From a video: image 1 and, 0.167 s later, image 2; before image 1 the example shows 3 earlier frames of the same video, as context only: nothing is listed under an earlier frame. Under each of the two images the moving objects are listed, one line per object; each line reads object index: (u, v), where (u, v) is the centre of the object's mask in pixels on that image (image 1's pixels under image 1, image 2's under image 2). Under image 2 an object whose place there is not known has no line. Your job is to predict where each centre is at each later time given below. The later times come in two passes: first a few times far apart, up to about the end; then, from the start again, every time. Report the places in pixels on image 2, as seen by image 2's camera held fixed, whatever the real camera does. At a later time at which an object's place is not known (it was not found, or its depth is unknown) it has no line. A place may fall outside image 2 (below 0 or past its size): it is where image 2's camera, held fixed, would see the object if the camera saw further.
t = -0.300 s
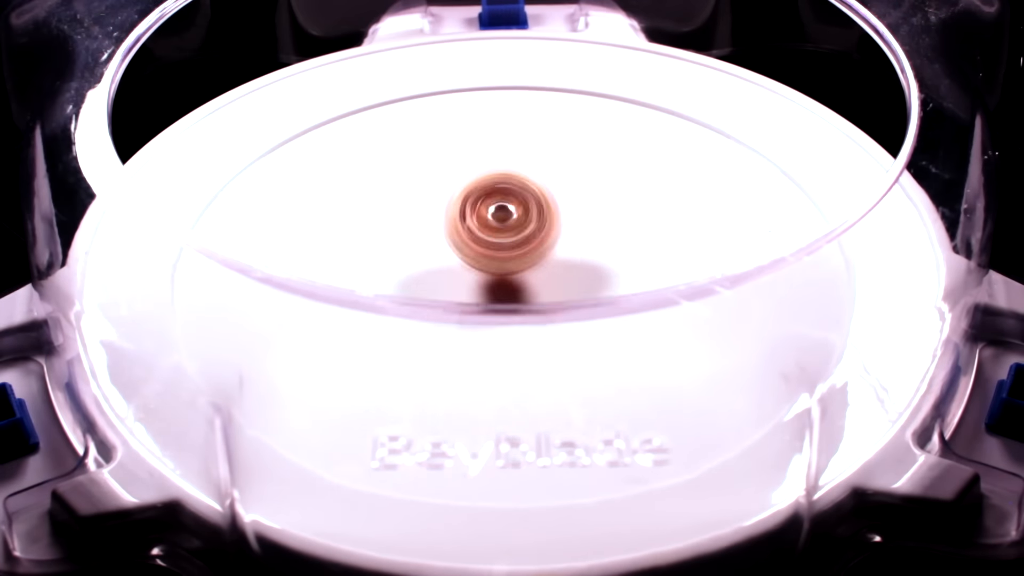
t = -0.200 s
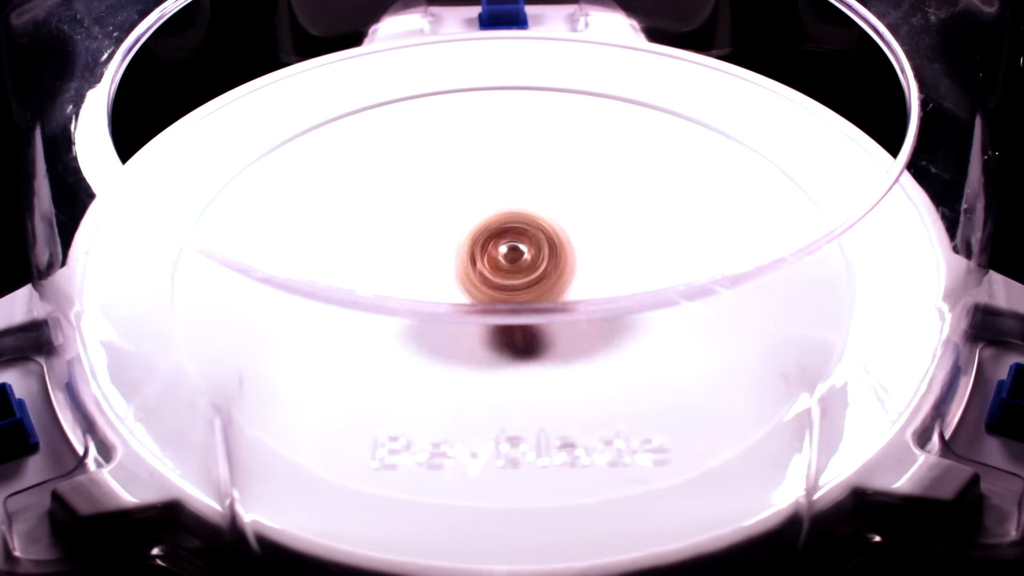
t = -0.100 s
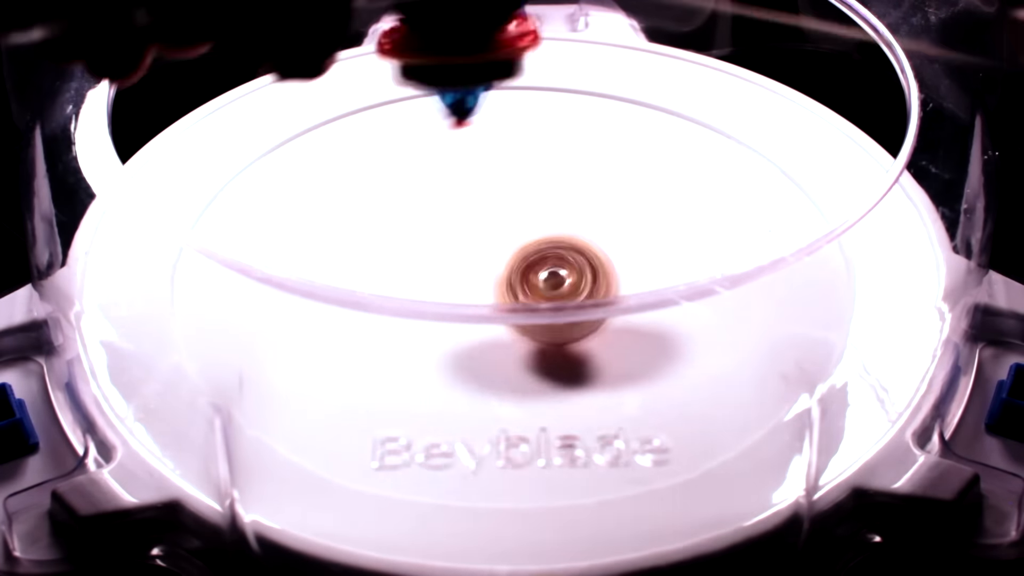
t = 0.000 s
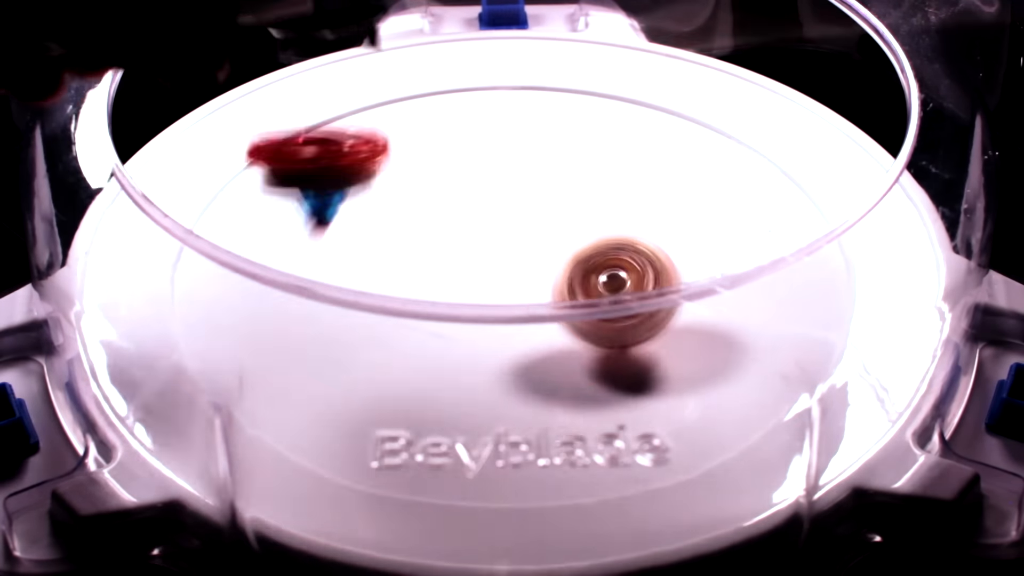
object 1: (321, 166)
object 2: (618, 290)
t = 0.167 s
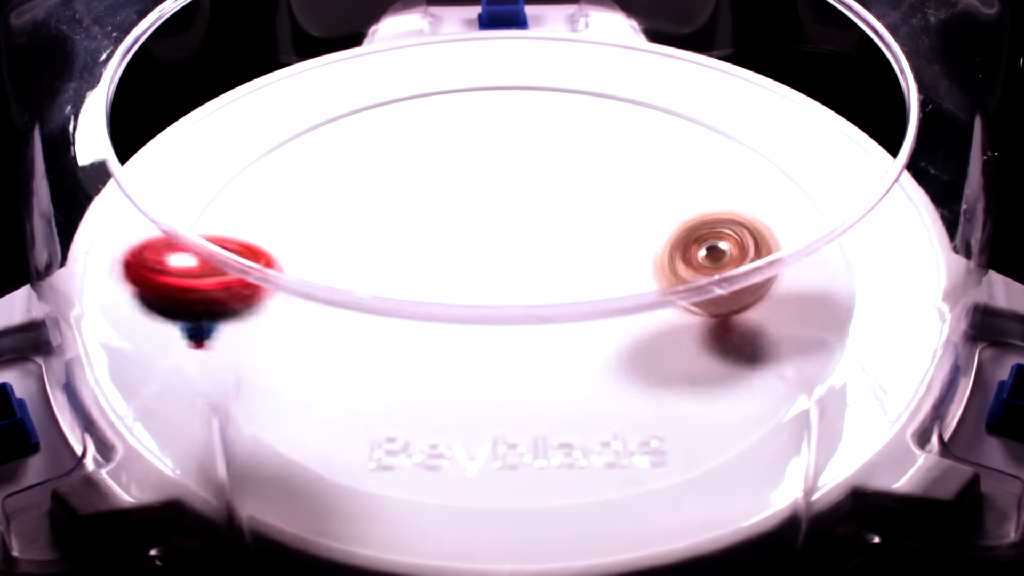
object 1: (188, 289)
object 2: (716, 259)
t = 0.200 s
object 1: (240, 321)
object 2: (729, 241)
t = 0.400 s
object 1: (363, 325)
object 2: (797, 205)
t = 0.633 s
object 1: (238, 218)
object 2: (775, 208)
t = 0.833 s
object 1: (403, 256)
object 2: (671, 244)
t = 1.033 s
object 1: (307, 138)
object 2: (547, 325)
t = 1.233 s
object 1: (325, 264)
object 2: (549, 392)
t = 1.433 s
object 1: (517, 163)
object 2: (620, 360)
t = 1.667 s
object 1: (307, 131)
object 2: (442, 238)
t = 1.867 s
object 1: (241, 147)
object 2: (467, 334)
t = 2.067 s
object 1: (350, 194)
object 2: (491, 275)
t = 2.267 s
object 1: (449, 66)
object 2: (383, 230)
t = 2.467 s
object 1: (438, 122)
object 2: (340, 278)
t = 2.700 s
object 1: (559, 72)
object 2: (548, 241)
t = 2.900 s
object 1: (567, 73)
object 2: (504, 151)
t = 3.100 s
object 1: (600, 106)
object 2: (314, 243)
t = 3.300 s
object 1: (682, 169)
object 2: (404, 380)
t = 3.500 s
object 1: (736, 177)
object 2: (659, 338)
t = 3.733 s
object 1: (670, 150)
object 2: (571, 277)
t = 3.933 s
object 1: (576, 233)
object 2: (436, 300)
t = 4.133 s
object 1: (636, 342)
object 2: (396, 344)
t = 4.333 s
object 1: (676, 321)
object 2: (456, 279)
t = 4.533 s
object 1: (512, 266)
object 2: (438, 194)
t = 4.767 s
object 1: (345, 331)
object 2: (341, 176)
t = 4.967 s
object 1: (369, 364)
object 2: (453, 228)
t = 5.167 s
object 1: (489, 263)
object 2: (591, 177)
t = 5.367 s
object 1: (442, 166)
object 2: (558, 117)
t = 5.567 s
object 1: (267, 154)
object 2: (592, 166)
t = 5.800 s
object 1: (343, 271)
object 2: (688, 194)
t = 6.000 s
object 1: (545, 257)
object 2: (679, 208)
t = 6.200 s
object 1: (445, 243)
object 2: (804, 161)
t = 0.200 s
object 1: (240, 321)
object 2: (729, 241)
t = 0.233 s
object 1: (281, 363)
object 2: (744, 235)
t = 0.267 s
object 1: (309, 336)
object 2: (758, 227)
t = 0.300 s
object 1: (343, 359)
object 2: (770, 221)
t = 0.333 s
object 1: (356, 356)
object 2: (781, 215)
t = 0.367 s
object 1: (366, 354)
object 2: (790, 209)
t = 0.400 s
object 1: (363, 325)
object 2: (797, 205)
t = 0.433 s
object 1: (352, 291)
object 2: (805, 200)
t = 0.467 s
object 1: (326, 284)
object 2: (812, 196)
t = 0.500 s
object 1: (294, 266)
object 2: (818, 194)
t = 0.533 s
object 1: (256, 249)
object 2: (811, 196)
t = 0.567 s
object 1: (211, 239)
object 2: (799, 200)
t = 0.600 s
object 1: (199, 231)
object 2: (788, 204)
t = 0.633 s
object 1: (238, 218)
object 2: (775, 208)
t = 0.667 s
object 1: (285, 245)
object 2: (762, 211)
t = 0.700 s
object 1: (316, 257)
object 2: (748, 216)
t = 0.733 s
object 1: (336, 256)
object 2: (733, 221)
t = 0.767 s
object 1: (364, 294)
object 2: (715, 228)
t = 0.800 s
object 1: (384, 258)
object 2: (694, 235)
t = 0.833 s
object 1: (403, 256)
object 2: (671, 244)
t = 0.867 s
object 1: (400, 235)
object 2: (646, 254)
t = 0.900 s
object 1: (397, 227)
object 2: (622, 262)
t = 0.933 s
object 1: (388, 205)
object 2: (600, 270)
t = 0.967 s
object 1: (368, 182)
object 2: (580, 287)
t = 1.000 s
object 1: (339, 159)
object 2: (562, 303)
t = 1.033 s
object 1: (307, 138)
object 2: (547, 325)
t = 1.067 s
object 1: (266, 125)
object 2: (536, 339)
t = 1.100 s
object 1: (268, 140)
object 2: (530, 356)
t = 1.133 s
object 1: (278, 199)
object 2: (528, 363)
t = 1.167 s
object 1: (290, 214)
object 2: (531, 372)
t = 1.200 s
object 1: (299, 250)
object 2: (536, 383)
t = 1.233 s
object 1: (325, 264)
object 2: (549, 392)
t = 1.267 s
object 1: (366, 274)
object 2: (565, 395)
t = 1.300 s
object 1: (408, 257)
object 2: (585, 397)
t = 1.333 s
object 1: (458, 247)
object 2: (602, 395)
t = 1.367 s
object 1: (492, 228)
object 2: (616, 388)
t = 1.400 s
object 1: (513, 201)
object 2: (622, 374)
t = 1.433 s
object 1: (517, 163)
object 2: (620, 360)
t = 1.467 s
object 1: (513, 128)
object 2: (611, 349)
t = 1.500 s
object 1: (487, 92)
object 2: (591, 328)
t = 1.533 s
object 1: (458, 64)
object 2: (567, 301)
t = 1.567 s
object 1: (411, 71)
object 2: (539, 277)
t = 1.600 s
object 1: (369, 98)
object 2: (508, 267)
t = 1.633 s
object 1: (327, 114)
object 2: (475, 253)
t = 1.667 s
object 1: (307, 131)
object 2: (442, 238)
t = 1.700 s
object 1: (294, 157)
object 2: (410, 227)
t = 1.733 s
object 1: (292, 156)
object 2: (400, 237)
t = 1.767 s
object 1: (275, 121)
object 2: (417, 264)
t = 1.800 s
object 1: (260, 128)
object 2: (435, 280)
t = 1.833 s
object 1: (252, 118)
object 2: (452, 325)
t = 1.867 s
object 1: (241, 147)
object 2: (467, 334)
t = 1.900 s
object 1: (229, 166)
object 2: (479, 349)
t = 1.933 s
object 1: (231, 175)
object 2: (489, 349)
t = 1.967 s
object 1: (250, 187)
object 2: (496, 334)
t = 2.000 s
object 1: (278, 196)
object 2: (498, 324)
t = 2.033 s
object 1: (313, 198)
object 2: (497, 295)
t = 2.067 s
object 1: (350, 194)
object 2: (491, 275)
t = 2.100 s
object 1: (385, 185)
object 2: (479, 262)
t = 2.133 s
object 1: (416, 163)
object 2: (462, 242)
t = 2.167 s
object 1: (440, 143)
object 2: (447, 232)
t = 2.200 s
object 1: (454, 121)
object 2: (427, 230)
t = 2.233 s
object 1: (455, 94)
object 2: (405, 229)
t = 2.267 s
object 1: (449, 66)
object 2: (383, 230)
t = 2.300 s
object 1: (436, 75)
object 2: (361, 232)
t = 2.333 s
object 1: (424, 99)
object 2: (342, 238)
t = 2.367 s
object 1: (418, 113)
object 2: (329, 245)
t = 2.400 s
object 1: (417, 120)
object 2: (325, 252)
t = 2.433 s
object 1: (424, 122)
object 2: (330, 259)
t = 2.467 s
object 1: (438, 122)
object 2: (340, 278)
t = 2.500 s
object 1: (457, 123)
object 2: (362, 289)
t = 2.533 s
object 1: (480, 118)
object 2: (391, 294)
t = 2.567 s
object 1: (502, 110)
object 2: (428, 292)
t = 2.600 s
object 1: (524, 102)
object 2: (465, 279)
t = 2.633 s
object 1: (541, 91)
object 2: (498, 272)
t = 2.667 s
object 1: (552, 81)
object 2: (528, 261)
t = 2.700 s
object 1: (559, 72)
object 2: (548, 241)
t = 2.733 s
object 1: (562, 66)
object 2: (560, 219)
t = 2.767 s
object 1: (562, 66)
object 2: (563, 194)
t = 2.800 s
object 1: (558, 72)
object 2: (559, 170)
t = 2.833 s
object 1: (562, 73)
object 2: (545, 155)
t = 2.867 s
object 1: (572, 67)
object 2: (527, 154)
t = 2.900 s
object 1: (567, 73)
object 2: (504, 151)
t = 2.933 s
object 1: (557, 87)
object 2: (467, 155)
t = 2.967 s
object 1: (570, 86)
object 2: (416, 169)
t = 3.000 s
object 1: (591, 82)
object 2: (375, 186)
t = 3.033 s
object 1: (610, 76)
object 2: (344, 205)
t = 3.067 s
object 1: (616, 76)
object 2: (323, 227)
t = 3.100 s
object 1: (600, 106)
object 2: (314, 243)
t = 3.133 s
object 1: (596, 121)
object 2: (310, 267)
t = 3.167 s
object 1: (594, 134)
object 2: (306, 300)
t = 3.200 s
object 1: (603, 149)
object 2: (312, 332)
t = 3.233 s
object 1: (628, 158)
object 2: (336, 348)
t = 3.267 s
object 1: (653, 163)
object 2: (366, 364)
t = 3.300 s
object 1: (682, 169)
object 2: (404, 380)
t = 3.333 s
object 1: (716, 167)
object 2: (450, 388)
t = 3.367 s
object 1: (739, 165)
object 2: (498, 388)
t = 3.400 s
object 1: (771, 164)
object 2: (546, 382)
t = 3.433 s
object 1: (798, 160)
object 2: (590, 369)
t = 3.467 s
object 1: (768, 166)
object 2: (627, 354)
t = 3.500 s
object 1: (736, 177)
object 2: (659, 338)
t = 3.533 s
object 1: (705, 185)
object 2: (676, 306)
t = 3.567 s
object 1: (690, 181)
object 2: (680, 269)
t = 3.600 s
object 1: (685, 170)
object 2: (667, 256)
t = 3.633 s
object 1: (696, 158)
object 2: (646, 266)
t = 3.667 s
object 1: (691, 151)
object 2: (622, 281)
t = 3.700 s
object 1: (687, 149)
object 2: (596, 275)
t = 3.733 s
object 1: (670, 150)
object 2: (571, 277)
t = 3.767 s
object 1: (655, 153)
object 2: (548, 277)
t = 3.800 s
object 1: (635, 165)
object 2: (524, 278)
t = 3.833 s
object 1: (613, 177)
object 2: (501, 279)
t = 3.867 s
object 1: (599, 196)
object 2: (479, 280)
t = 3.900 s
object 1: (580, 217)
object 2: (456, 293)
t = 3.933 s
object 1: (576, 233)
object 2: (436, 300)
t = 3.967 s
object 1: (569, 250)
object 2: (420, 303)
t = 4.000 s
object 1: (574, 262)
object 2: (408, 320)
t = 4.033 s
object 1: (585, 295)
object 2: (398, 326)
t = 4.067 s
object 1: (592, 301)
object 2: (394, 333)
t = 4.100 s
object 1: (618, 328)
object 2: (393, 344)
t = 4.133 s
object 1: (636, 342)
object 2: (396, 344)
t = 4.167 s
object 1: (659, 355)
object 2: (401, 344)
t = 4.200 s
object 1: (679, 353)
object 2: (412, 333)
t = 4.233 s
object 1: (683, 351)
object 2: (423, 324)
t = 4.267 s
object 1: (691, 346)
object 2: (433, 322)
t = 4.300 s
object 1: (688, 330)
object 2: (445, 300)
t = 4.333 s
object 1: (676, 321)
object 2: (456, 279)
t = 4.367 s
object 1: (662, 310)
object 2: (464, 270)
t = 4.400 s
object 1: (643, 300)
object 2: (467, 257)
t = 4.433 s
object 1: (612, 286)
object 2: (464, 240)
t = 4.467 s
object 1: (584, 281)
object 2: (458, 223)
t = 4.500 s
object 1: (552, 280)
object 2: (449, 207)
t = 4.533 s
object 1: (512, 266)
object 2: (438, 194)
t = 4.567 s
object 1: (483, 278)
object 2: (423, 183)
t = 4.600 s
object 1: (454, 283)
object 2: (405, 174)
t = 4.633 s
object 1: (422, 287)
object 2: (387, 168)
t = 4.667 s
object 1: (402, 292)
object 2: (371, 165)
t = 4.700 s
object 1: (384, 296)
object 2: (357, 165)
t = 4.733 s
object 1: (359, 319)
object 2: (346, 169)
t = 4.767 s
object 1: (345, 331)
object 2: (341, 176)
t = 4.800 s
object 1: (334, 355)
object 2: (344, 186)
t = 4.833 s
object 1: (328, 357)
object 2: (354, 196)
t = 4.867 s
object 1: (332, 360)
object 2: (371, 207)
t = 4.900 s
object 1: (347, 365)
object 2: (393, 217)
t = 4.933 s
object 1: (357, 366)
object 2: (421, 224)
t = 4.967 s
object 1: (369, 364)
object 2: (453, 228)
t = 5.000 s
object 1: (393, 361)
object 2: (484, 228)
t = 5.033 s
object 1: (416, 363)
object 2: (514, 223)
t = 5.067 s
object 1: (438, 338)
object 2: (540, 215)
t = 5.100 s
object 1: (457, 323)
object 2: (562, 204)
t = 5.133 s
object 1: (477, 292)
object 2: (579, 191)
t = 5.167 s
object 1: (489, 263)
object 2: (591, 177)
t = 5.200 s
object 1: (491, 248)
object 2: (598, 161)
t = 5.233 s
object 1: (487, 233)
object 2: (601, 147)
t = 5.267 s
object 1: (484, 213)
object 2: (598, 134)
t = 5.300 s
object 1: (478, 197)
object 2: (589, 124)
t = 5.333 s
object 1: (462, 181)
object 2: (574, 118)
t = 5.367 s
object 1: (442, 166)
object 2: (558, 117)
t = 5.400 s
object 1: (425, 155)
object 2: (539, 123)
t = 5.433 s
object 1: (387, 145)
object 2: (543, 130)
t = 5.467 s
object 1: (352, 142)
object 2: (551, 138)
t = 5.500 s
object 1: (321, 142)
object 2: (562, 147)
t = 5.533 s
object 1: (291, 145)
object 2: (576, 157)
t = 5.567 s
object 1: (267, 154)
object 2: (592, 166)
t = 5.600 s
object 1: (251, 166)
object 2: (609, 175)
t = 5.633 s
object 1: (243, 182)
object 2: (626, 181)
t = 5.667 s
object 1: (243, 198)
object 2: (642, 186)
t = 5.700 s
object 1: (253, 215)
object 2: (657, 189)
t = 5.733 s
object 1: (272, 245)
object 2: (670, 191)
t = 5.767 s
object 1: (302, 258)
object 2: (681, 193)
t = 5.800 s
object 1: (343, 271)
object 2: (688, 194)
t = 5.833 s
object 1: (384, 282)
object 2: (692, 195)
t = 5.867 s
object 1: (426, 291)
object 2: (692, 198)
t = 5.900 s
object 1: (465, 291)
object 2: (689, 201)
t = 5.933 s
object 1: (502, 284)
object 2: (682, 204)
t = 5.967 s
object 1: (536, 263)
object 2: (671, 210)
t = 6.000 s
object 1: (545, 257)
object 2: (679, 208)
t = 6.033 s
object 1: (515, 253)
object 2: (722, 198)
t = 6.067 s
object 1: (499, 251)
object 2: (752, 189)
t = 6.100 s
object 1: (486, 247)
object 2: (772, 181)
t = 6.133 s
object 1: (472, 245)
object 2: (787, 173)
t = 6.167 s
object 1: (458, 243)
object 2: (799, 166)
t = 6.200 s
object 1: (445, 243)
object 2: (804, 161)
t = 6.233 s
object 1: (432, 244)
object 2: (790, 160)
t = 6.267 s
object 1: (423, 246)
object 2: (776, 160)
